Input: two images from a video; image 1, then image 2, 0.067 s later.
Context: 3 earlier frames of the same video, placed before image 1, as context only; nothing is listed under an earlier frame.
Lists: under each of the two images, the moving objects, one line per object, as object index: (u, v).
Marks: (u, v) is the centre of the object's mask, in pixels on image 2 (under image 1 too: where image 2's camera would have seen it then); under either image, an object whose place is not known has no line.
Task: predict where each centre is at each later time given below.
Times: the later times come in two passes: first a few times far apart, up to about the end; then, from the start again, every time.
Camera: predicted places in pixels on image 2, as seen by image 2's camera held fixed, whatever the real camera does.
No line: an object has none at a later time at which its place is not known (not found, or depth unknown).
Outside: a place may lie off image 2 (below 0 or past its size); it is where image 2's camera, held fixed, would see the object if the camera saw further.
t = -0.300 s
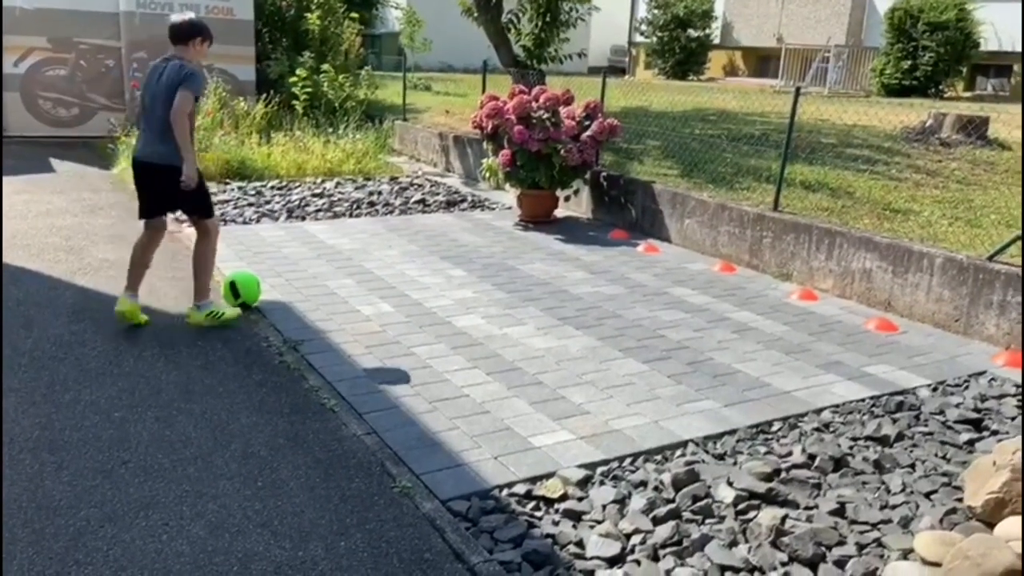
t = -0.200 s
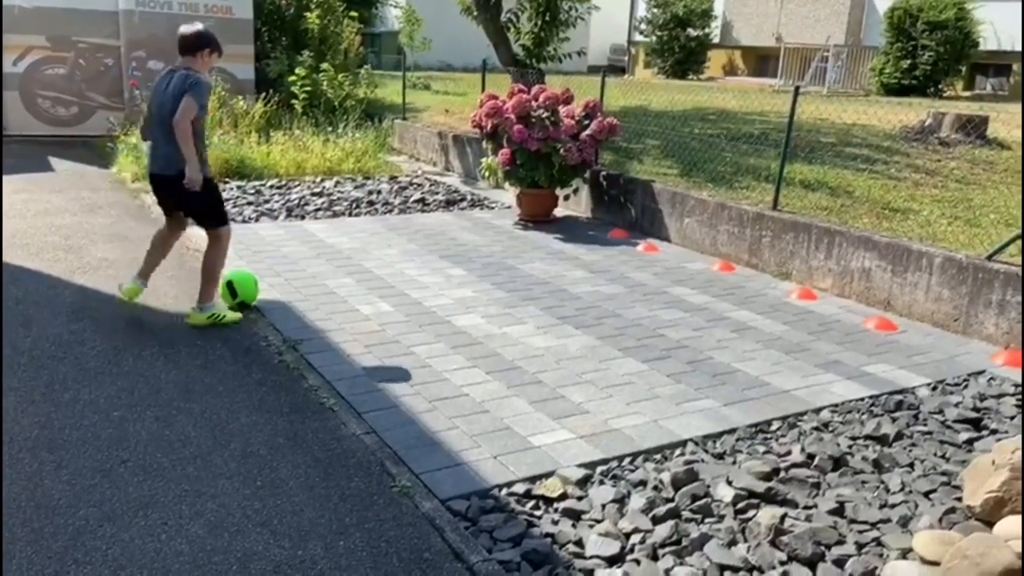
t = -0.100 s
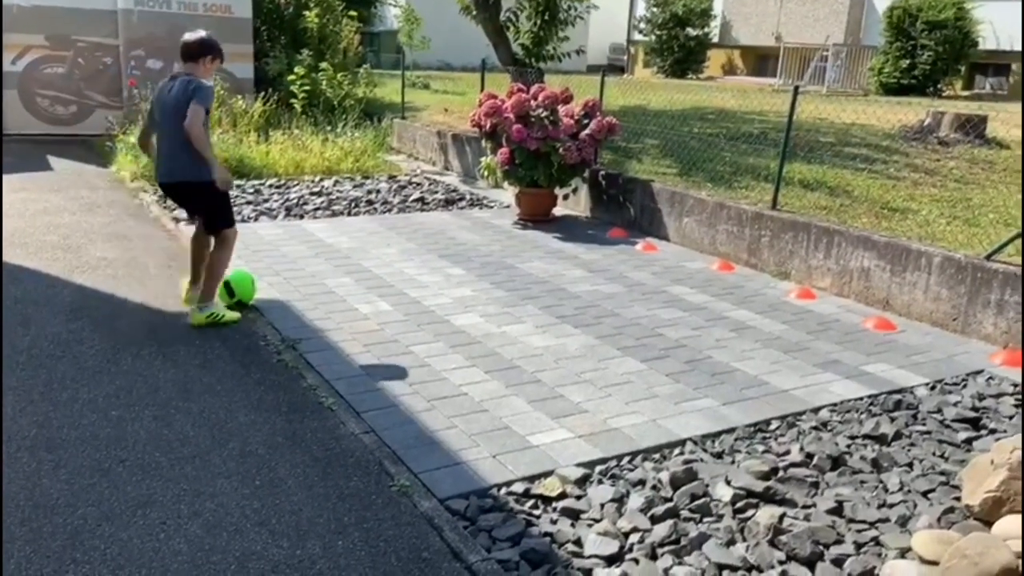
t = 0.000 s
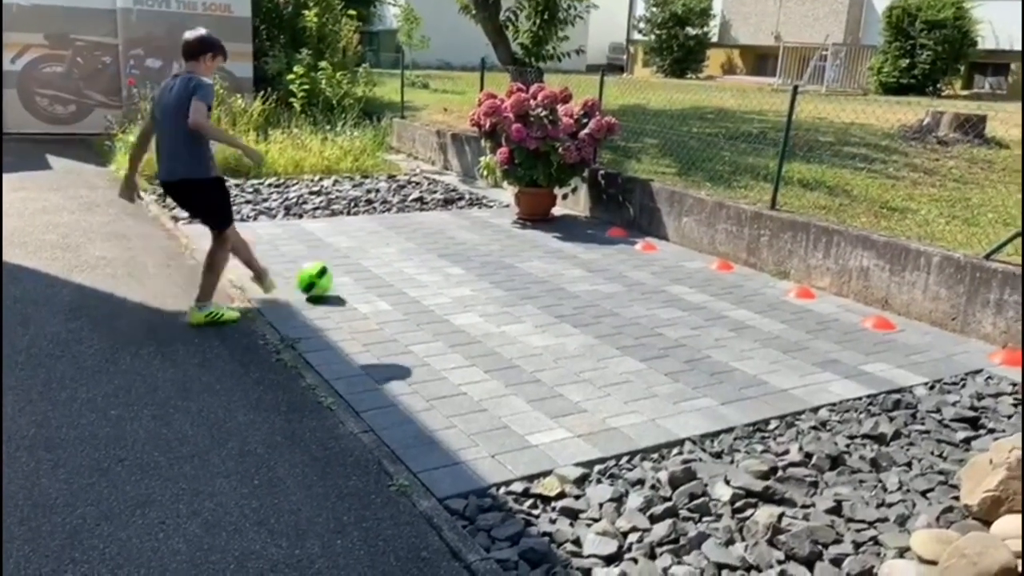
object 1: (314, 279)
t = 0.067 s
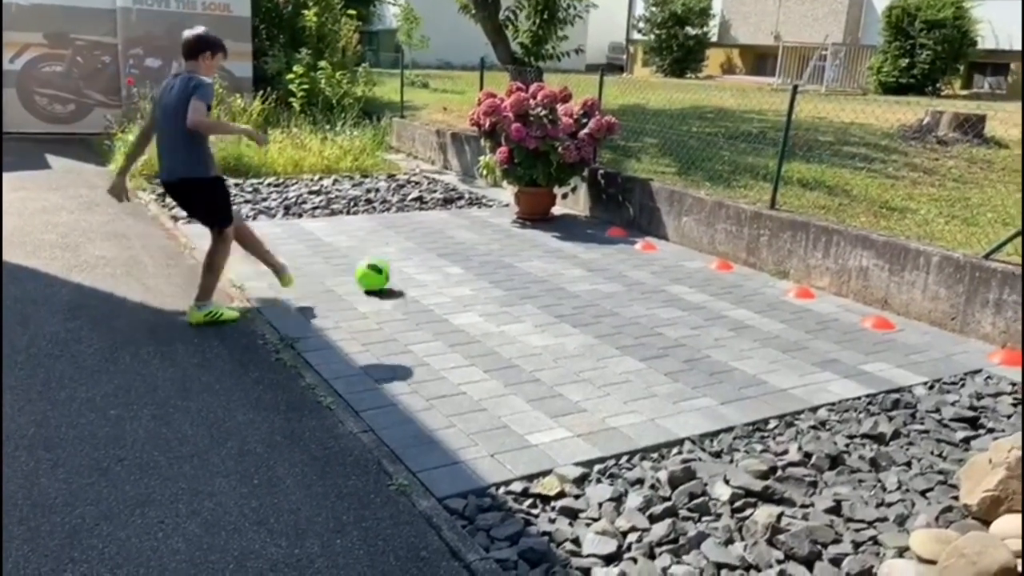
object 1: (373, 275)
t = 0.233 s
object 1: (485, 261)
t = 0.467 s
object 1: (604, 247)
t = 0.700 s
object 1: (696, 238)
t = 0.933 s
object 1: (620, 238)
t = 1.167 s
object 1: (573, 243)
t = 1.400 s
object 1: (536, 249)
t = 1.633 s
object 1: (495, 257)
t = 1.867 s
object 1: (453, 267)
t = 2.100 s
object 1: (407, 271)
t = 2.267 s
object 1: (374, 277)
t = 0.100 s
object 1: (399, 273)
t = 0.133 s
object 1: (424, 270)
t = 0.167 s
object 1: (445, 266)
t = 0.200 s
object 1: (465, 264)
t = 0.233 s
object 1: (485, 261)
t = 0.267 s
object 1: (503, 260)
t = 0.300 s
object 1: (522, 256)
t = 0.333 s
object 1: (538, 254)
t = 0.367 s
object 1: (555, 252)
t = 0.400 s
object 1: (571, 253)
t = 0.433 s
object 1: (588, 250)
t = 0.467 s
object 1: (604, 247)
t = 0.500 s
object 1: (618, 244)
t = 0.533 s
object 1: (632, 244)
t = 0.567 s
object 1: (647, 245)
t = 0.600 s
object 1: (661, 243)
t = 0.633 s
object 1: (675, 241)
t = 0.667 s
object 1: (688, 239)
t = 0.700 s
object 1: (696, 238)
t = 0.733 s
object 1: (687, 234)
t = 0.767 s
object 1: (676, 230)
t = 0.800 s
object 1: (665, 229)
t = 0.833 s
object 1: (654, 230)
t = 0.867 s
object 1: (642, 232)
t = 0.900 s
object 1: (631, 235)
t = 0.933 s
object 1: (620, 238)
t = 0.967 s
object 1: (609, 246)
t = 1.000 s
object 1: (597, 252)
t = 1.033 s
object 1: (593, 248)
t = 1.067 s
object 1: (588, 244)
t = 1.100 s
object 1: (583, 242)
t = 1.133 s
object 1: (578, 242)
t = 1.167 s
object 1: (573, 243)
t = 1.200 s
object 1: (567, 247)
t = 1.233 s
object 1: (562, 251)
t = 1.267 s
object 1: (556, 257)
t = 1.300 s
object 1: (551, 255)
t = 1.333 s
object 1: (546, 252)
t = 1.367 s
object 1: (541, 251)
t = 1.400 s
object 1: (536, 249)
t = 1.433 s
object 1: (531, 251)
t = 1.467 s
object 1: (525, 254)
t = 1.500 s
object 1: (518, 259)
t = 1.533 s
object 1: (513, 260)
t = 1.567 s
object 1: (507, 258)
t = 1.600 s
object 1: (501, 256)
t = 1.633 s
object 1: (495, 257)
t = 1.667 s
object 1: (488, 259)
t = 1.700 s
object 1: (483, 263)
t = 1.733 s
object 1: (477, 265)
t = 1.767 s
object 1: (471, 264)
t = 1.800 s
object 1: (465, 264)
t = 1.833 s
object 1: (459, 264)
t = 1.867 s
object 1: (453, 267)
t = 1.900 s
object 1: (447, 268)
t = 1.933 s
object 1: (440, 267)
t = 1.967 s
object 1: (434, 269)
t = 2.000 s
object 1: (428, 270)
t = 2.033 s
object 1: (421, 272)
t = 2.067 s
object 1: (414, 271)
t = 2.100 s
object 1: (407, 271)
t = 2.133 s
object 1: (401, 274)
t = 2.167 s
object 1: (394, 275)
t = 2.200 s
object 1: (388, 276)
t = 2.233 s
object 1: (382, 276)
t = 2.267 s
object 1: (374, 277)
